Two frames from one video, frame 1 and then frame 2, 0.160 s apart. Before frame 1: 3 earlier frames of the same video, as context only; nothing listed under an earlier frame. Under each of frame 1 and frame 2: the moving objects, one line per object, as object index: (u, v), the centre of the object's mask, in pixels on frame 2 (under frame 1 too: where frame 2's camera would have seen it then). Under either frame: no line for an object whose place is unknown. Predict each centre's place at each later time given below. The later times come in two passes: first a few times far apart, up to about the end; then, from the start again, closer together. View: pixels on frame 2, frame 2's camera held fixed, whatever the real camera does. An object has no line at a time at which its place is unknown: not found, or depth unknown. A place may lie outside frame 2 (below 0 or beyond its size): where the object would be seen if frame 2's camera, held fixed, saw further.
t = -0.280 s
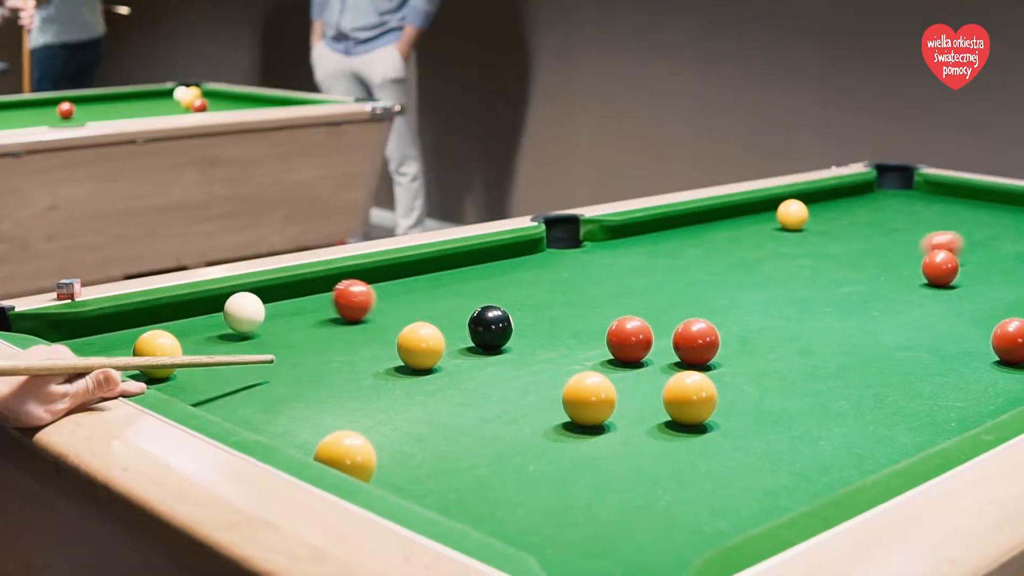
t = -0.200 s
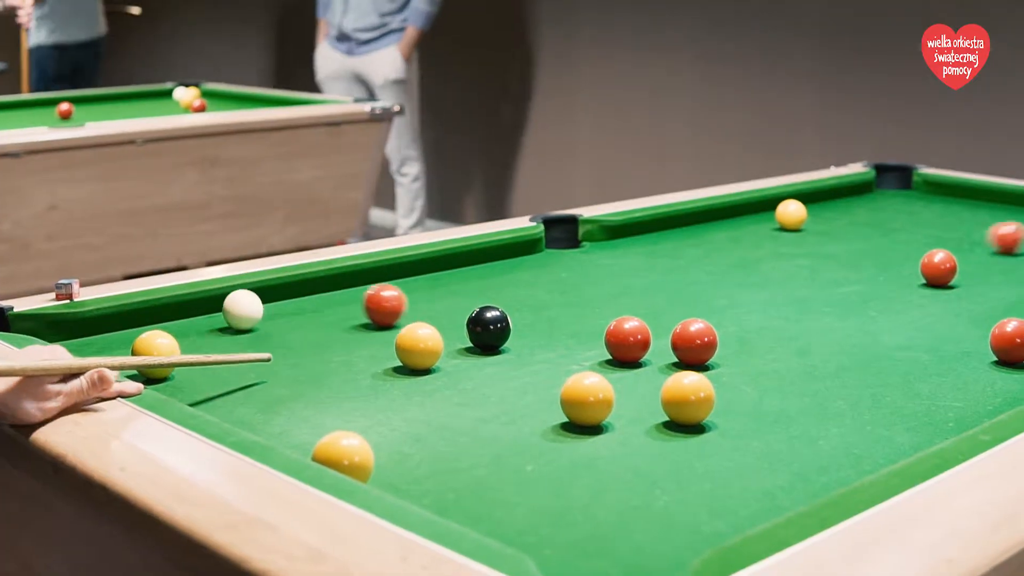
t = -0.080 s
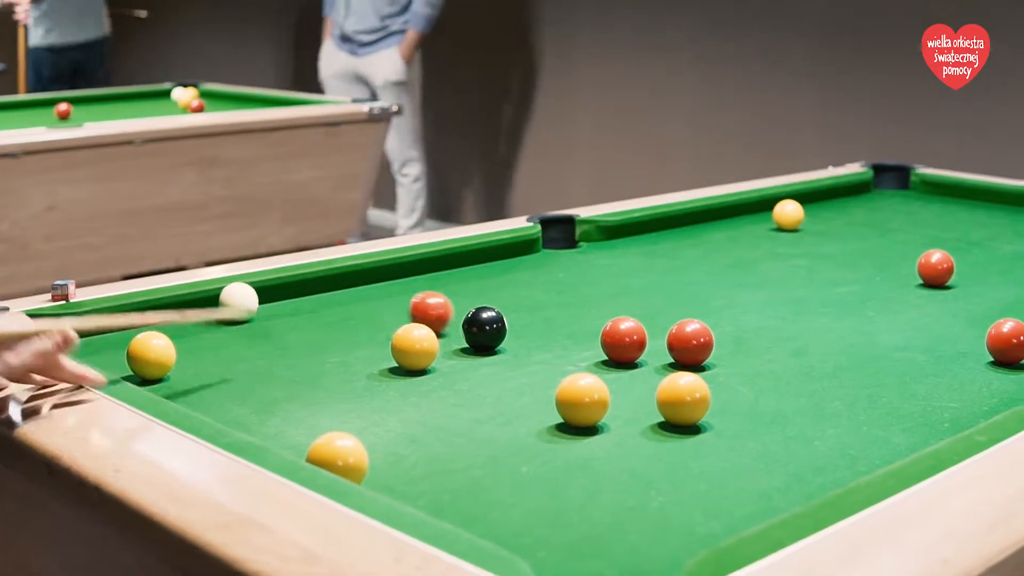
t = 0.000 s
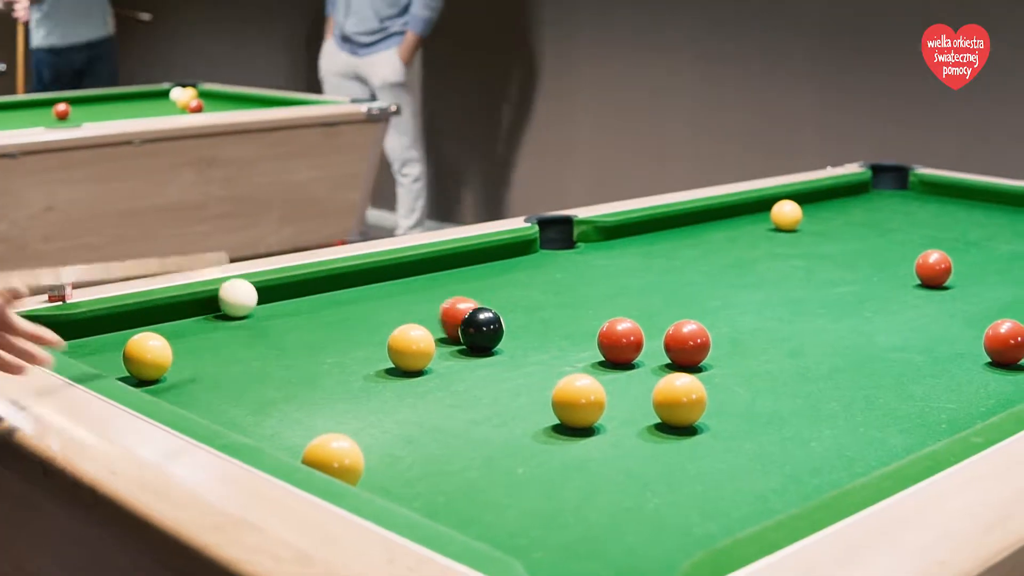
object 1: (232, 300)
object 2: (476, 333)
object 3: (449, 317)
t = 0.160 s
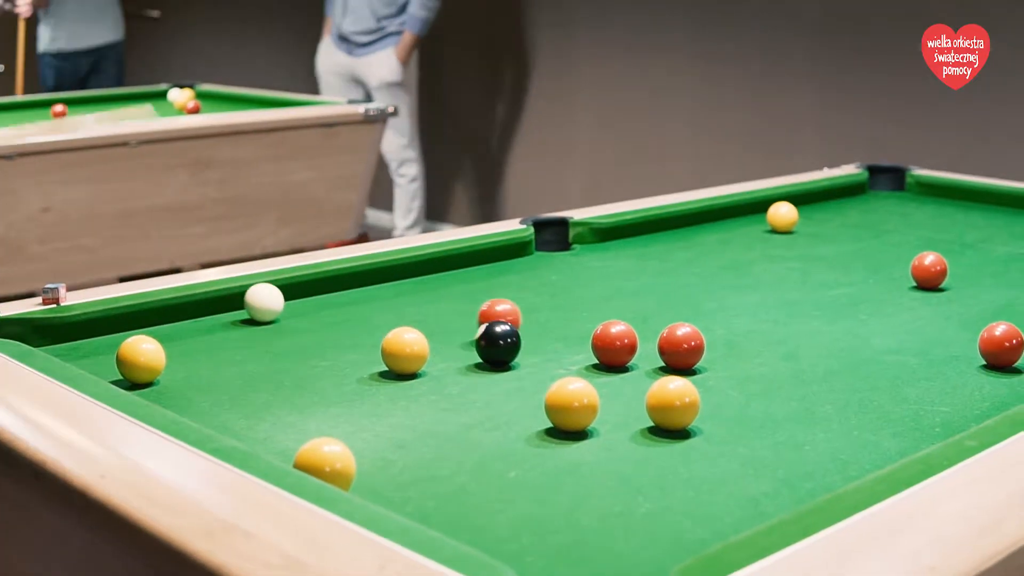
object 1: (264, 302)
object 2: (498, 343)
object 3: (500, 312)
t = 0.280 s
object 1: (287, 304)
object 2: (514, 351)
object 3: (532, 317)
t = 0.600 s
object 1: (344, 308)
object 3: (608, 311)
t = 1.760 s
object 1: (489, 319)
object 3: (812, 316)
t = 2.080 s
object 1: (511, 321)
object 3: (847, 316)
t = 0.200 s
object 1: (272, 303)
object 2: (503, 346)
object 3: (512, 313)
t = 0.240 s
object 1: (279, 303)
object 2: (509, 348)
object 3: (523, 315)
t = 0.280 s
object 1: (287, 304)
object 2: (514, 351)
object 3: (532, 317)
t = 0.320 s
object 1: (294, 305)
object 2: (519, 354)
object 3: (542, 318)
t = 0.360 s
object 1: (302, 305)
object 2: (525, 356)
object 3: (552, 319)
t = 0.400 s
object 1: (309, 306)
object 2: (530, 358)
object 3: (561, 319)
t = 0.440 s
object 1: (316, 306)
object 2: (536, 361)
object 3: (571, 319)
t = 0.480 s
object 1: (323, 307)
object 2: (541, 363)
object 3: (580, 318)
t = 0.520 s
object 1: (330, 307)
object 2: (546, 365)
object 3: (588, 316)
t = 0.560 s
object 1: (337, 307)
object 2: (551, 366)
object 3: (597, 314)
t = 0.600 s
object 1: (344, 308)
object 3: (608, 311)
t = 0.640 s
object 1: (350, 308)
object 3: (619, 312)
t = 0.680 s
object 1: (357, 309)
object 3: (629, 313)
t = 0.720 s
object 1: (363, 309)
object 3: (638, 315)
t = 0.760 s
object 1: (369, 310)
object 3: (645, 317)
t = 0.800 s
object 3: (652, 316)
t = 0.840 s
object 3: (660, 315)
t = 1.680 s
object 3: (802, 316)
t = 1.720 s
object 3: (807, 317)
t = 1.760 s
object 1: (489, 319)
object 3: (812, 316)
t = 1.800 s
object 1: (492, 319)
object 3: (817, 317)
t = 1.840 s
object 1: (495, 319)
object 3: (822, 316)
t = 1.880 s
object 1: (498, 320)
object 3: (826, 316)
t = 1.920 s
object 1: (501, 320)
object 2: (372, 372)
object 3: (831, 316)
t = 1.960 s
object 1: (503, 320)
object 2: (362, 371)
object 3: (835, 316)
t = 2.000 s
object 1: (506, 320)
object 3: (839, 316)
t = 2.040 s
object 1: (508, 321)
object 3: (843, 316)
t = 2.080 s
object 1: (511, 321)
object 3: (847, 316)
